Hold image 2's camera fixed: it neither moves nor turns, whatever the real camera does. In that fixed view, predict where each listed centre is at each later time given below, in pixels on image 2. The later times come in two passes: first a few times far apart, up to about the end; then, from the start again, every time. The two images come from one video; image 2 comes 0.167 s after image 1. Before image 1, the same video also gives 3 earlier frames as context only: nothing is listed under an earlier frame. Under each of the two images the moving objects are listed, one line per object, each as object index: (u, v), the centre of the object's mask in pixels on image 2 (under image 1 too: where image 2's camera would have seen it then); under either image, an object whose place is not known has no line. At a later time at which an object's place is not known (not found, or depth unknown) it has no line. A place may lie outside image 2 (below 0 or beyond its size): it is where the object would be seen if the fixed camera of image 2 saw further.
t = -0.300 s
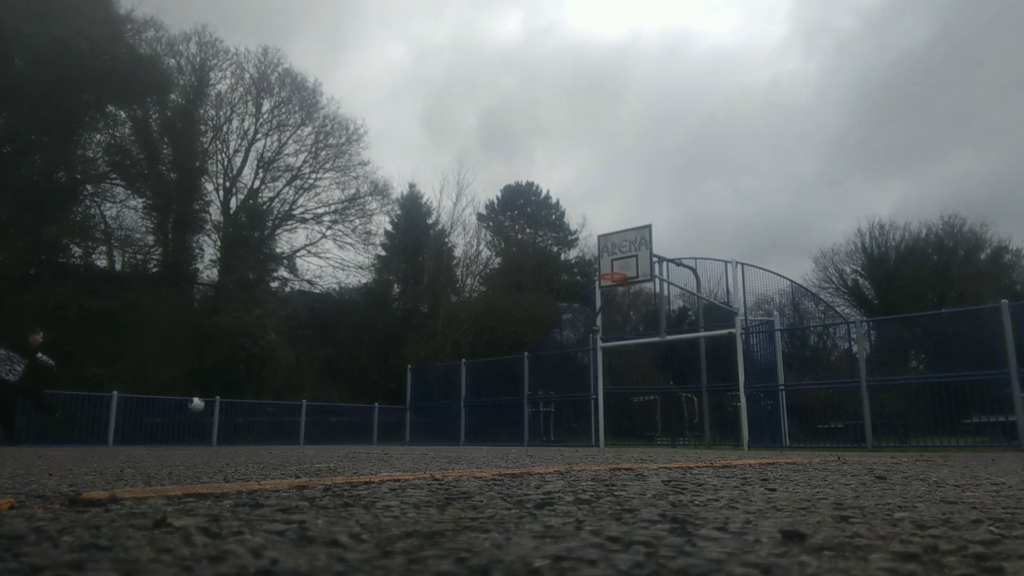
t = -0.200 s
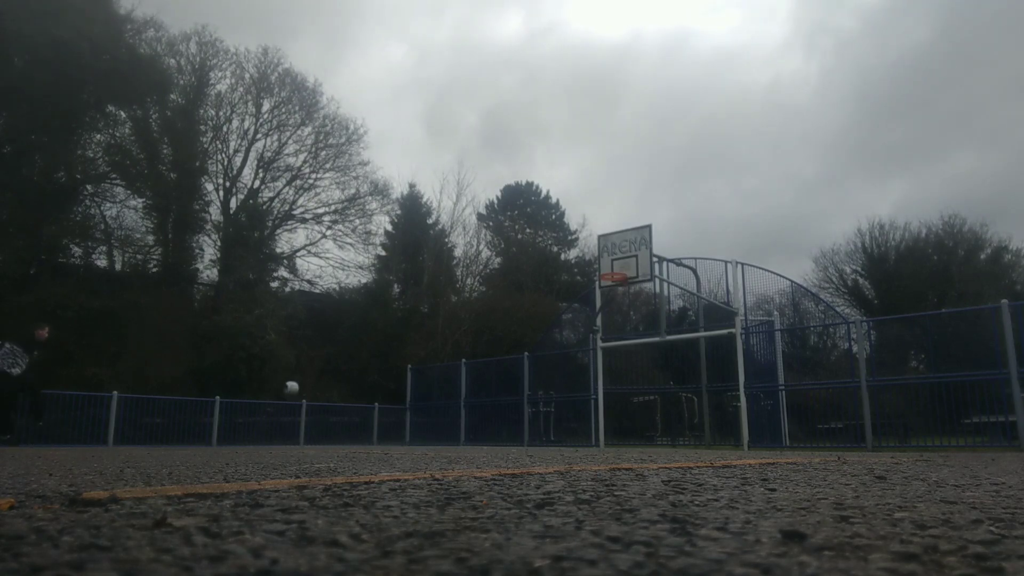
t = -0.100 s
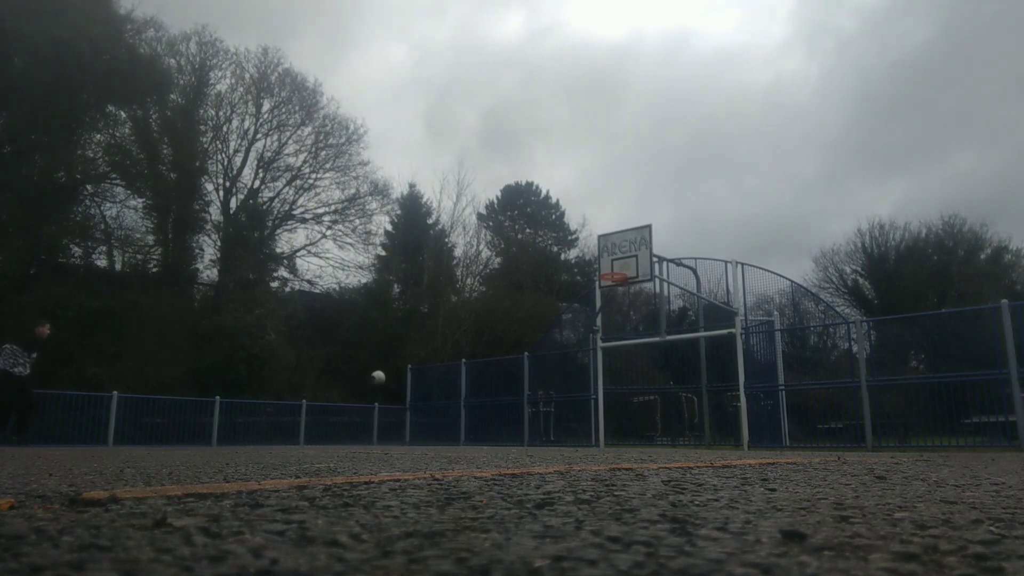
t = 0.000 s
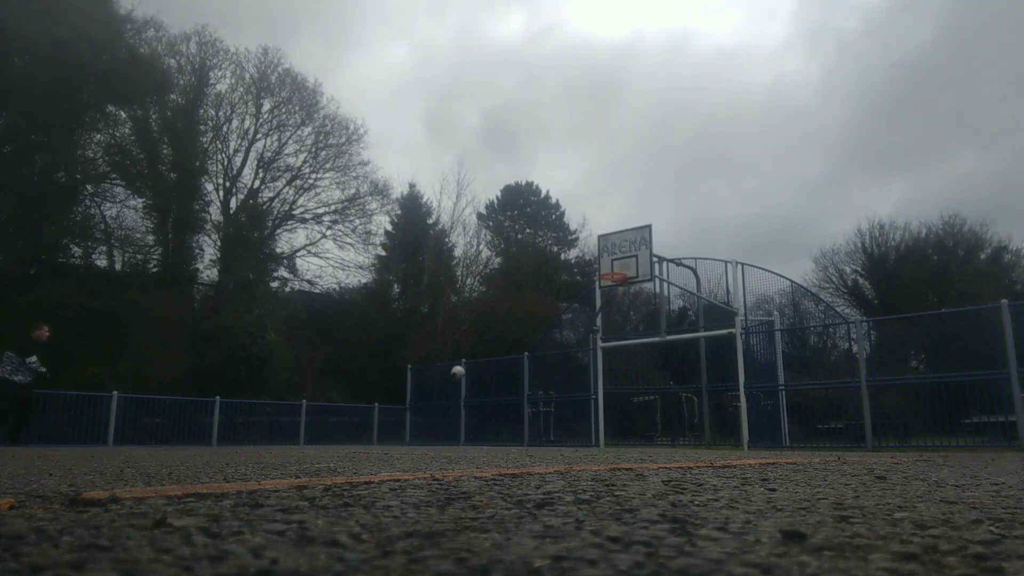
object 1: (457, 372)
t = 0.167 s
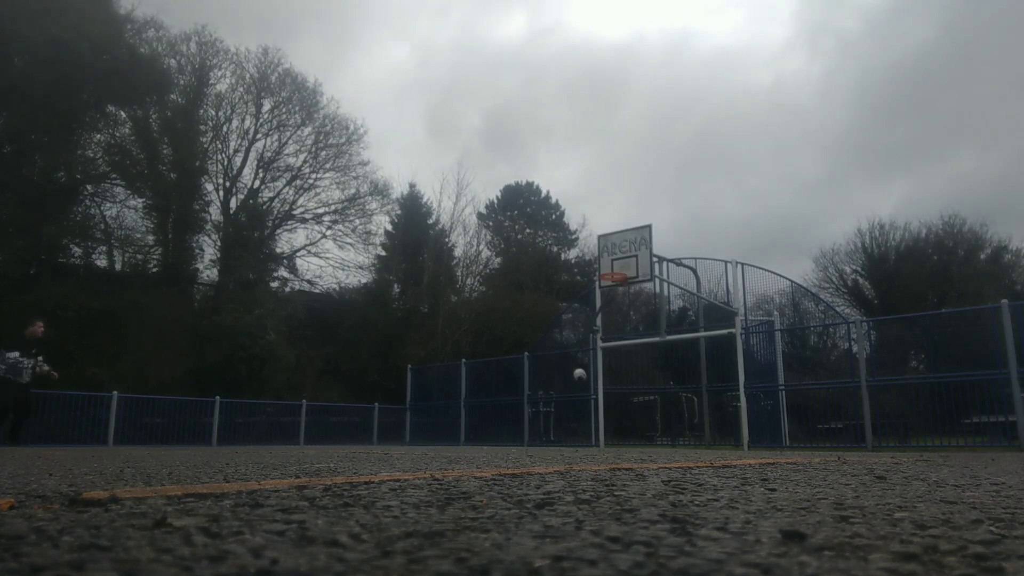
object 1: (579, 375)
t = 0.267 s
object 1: (648, 383)
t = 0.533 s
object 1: (758, 423)
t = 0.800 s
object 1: (722, 422)
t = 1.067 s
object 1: (683, 416)
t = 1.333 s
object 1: (640, 426)
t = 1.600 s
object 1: (591, 416)
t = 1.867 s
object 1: (535, 420)
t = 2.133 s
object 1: (472, 428)
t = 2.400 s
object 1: (398, 420)
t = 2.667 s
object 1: (306, 421)
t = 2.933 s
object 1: (194, 423)
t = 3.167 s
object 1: (71, 424)
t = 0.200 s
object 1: (603, 377)
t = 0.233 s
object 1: (625, 379)
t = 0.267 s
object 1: (648, 383)
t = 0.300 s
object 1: (670, 387)
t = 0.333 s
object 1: (691, 392)
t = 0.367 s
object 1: (713, 398)
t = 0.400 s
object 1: (734, 404)
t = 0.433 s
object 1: (756, 411)
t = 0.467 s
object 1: (766, 416)
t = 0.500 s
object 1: (763, 419)
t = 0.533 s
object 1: (758, 423)
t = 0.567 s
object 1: (754, 428)
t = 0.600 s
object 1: (750, 434)
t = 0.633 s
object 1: (744, 441)
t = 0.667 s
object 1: (740, 443)
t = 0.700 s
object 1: (735, 437)
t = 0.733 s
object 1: (731, 432)
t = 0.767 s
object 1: (726, 427)
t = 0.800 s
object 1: (722, 422)
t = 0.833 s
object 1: (716, 419)
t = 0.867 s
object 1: (712, 416)
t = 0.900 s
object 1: (707, 414)
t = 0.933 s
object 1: (702, 413)
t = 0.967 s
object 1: (698, 412)
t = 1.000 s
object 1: (694, 412)
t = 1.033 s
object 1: (688, 415)
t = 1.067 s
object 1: (683, 416)
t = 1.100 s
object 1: (678, 419)
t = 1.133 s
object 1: (673, 422)
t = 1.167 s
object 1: (668, 428)
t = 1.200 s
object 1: (663, 433)
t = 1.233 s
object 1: (658, 439)
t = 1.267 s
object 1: (652, 437)
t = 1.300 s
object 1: (646, 432)
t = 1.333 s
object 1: (640, 426)
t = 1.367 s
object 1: (634, 422)
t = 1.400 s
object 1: (629, 419)
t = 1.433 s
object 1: (623, 416)
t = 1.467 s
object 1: (616, 415)
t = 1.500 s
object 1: (610, 413)
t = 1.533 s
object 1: (604, 413)
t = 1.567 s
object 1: (597, 414)
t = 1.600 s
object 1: (591, 416)
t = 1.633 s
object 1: (584, 420)
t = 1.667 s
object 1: (577, 424)
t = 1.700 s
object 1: (571, 429)
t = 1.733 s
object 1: (564, 435)
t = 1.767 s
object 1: (556, 434)
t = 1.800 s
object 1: (549, 429)
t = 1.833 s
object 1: (542, 424)
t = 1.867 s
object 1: (535, 420)
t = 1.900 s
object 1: (529, 417)
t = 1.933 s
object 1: (521, 415)
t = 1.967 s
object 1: (513, 414)
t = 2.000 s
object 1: (505, 414)
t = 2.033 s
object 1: (498, 416)
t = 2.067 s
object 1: (489, 418)
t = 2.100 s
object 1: (481, 422)
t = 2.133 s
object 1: (472, 428)
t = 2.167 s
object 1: (463, 434)
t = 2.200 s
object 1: (455, 432)
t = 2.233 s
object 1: (446, 427)
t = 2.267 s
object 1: (437, 423)
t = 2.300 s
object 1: (428, 421)
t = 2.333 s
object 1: (418, 419)
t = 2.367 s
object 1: (409, 419)
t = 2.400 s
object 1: (398, 420)
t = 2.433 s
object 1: (388, 423)
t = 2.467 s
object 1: (377, 427)
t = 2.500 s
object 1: (366, 433)
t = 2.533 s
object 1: (355, 431)
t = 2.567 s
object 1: (344, 425)
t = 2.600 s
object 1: (332, 422)
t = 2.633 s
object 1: (318, 422)
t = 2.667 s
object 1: (306, 421)
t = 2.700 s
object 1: (294, 423)
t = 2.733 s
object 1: (281, 425)
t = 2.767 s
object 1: (266, 430)
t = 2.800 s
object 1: (251, 433)
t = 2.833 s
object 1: (237, 429)
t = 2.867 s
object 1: (223, 426)
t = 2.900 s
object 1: (208, 424)
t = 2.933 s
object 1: (194, 423)
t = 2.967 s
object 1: (176, 425)
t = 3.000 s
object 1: (159, 428)
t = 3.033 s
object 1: (142, 431)
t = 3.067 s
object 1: (125, 427)
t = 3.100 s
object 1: (108, 425)
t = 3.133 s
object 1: (91, 422)
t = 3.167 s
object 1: (71, 424)
